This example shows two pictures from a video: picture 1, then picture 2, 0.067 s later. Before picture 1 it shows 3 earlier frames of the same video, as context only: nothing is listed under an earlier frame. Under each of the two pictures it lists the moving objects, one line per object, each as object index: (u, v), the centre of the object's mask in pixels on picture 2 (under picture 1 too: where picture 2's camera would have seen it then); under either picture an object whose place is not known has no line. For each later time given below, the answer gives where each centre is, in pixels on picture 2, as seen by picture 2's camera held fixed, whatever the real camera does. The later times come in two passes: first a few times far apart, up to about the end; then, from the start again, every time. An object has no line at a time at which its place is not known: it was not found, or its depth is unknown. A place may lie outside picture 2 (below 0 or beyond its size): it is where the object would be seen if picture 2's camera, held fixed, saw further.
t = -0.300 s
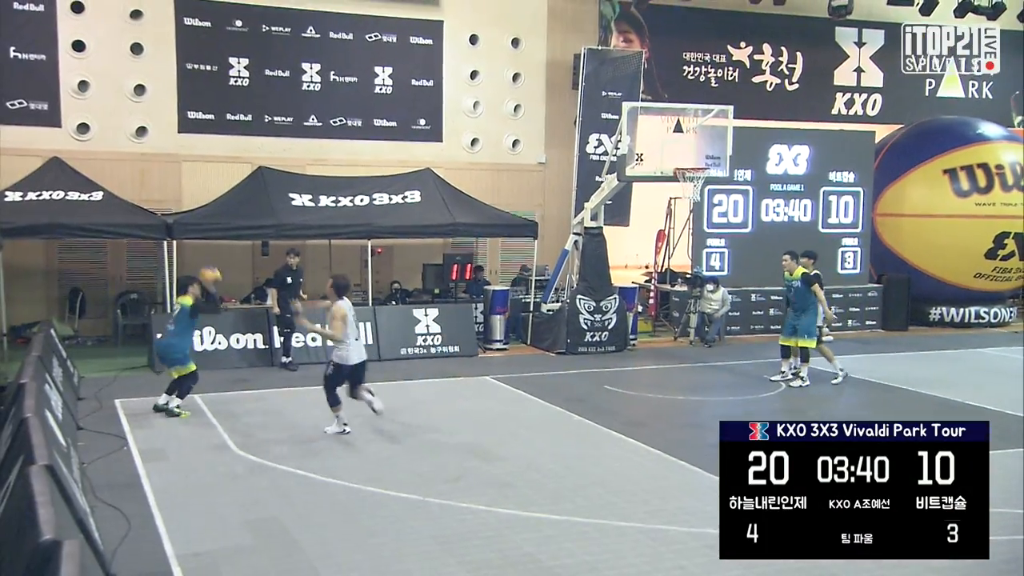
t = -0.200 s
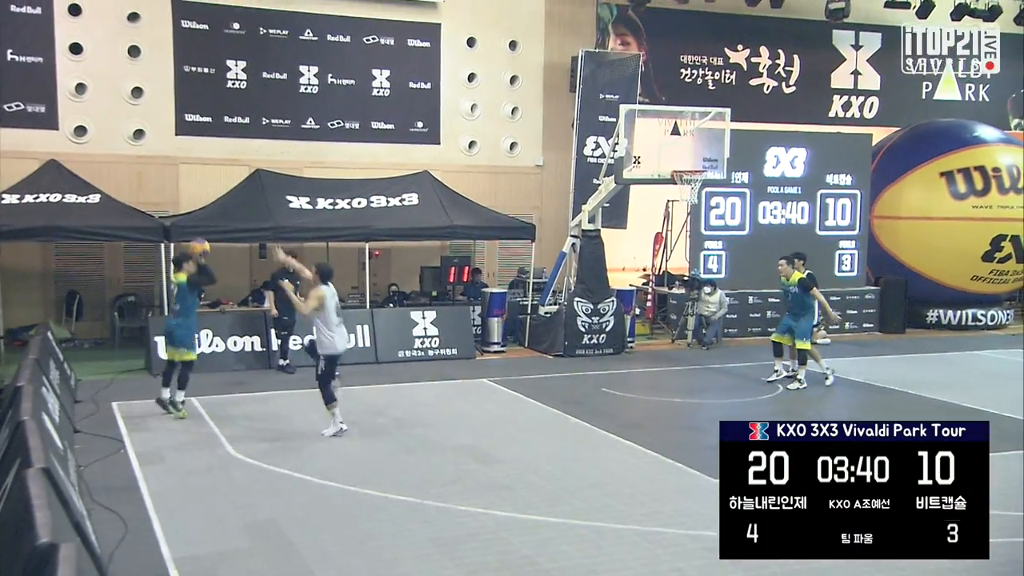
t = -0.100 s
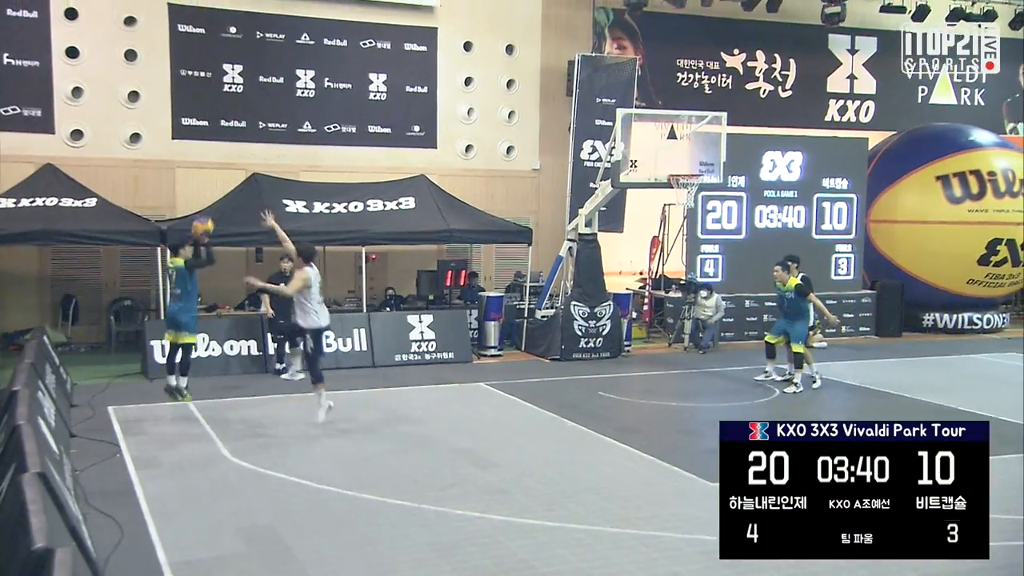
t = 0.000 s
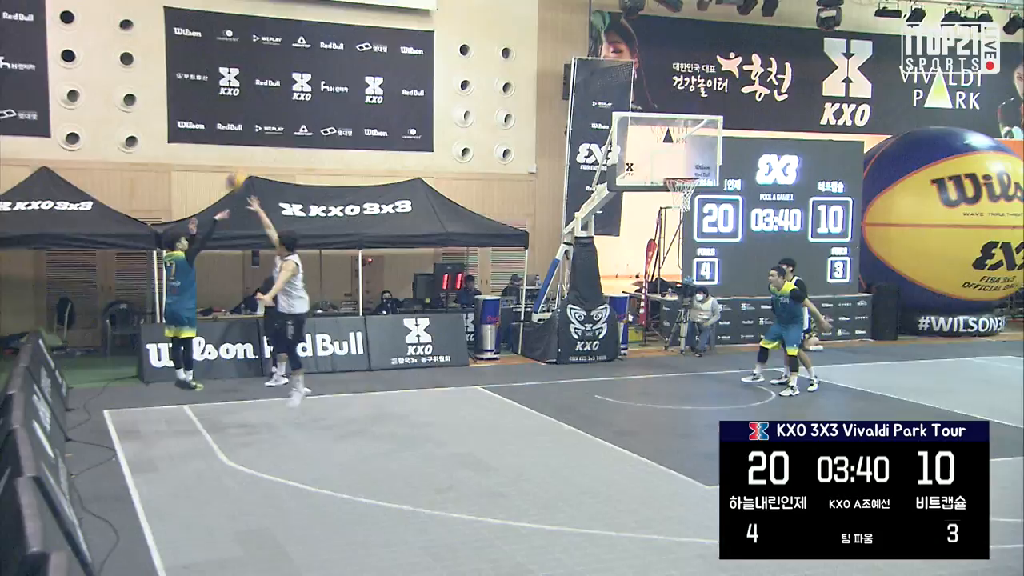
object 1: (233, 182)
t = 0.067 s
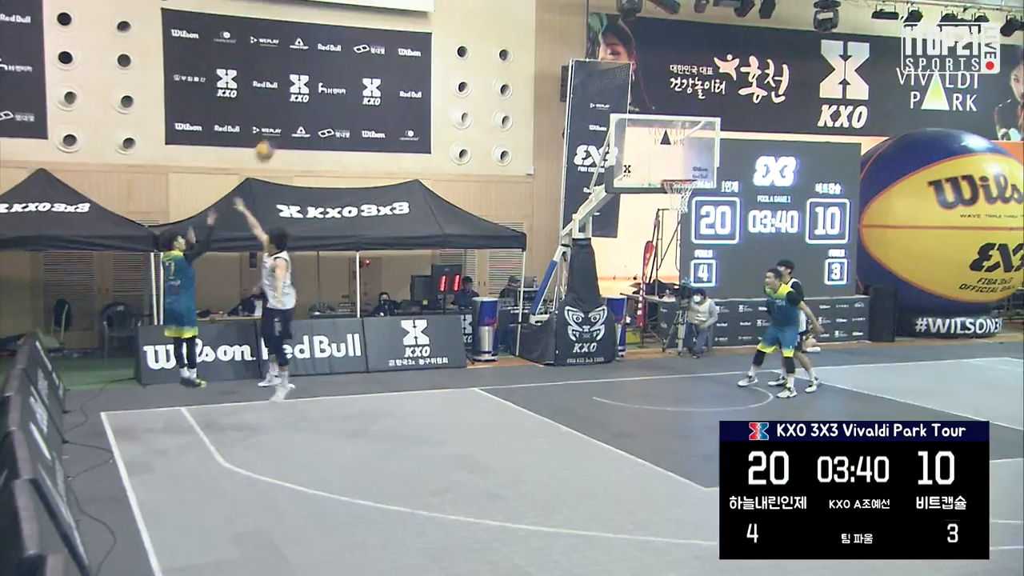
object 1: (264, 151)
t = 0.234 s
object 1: (339, 89)
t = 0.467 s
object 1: (429, 46)
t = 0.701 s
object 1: (516, 46)
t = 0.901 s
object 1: (585, 72)
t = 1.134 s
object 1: (659, 142)
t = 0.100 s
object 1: (280, 136)
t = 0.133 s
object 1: (294, 124)
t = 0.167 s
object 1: (309, 111)
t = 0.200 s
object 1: (323, 101)
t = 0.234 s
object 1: (339, 89)
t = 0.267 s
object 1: (352, 80)
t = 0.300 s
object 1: (365, 72)
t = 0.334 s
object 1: (378, 65)
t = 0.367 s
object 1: (392, 59)
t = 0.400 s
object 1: (406, 54)
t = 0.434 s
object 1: (419, 49)
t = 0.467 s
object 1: (429, 46)
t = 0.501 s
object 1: (443, 44)
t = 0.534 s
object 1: (457, 45)
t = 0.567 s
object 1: (468, 41)
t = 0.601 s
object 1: (480, 41)
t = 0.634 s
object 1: (492, 42)
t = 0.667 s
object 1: (504, 43)
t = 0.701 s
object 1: (516, 46)
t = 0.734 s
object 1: (529, 49)
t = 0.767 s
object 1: (540, 51)
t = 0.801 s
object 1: (551, 55)
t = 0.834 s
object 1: (561, 60)
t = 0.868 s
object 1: (573, 65)
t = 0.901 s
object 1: (585, 72)
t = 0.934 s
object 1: (596, 80)
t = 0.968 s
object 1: (607, 88)
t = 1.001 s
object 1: (618, 97)
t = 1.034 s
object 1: (627, 107)
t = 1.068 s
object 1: (637, 118)
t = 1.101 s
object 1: (646, 130)
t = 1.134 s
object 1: (659, 142)
